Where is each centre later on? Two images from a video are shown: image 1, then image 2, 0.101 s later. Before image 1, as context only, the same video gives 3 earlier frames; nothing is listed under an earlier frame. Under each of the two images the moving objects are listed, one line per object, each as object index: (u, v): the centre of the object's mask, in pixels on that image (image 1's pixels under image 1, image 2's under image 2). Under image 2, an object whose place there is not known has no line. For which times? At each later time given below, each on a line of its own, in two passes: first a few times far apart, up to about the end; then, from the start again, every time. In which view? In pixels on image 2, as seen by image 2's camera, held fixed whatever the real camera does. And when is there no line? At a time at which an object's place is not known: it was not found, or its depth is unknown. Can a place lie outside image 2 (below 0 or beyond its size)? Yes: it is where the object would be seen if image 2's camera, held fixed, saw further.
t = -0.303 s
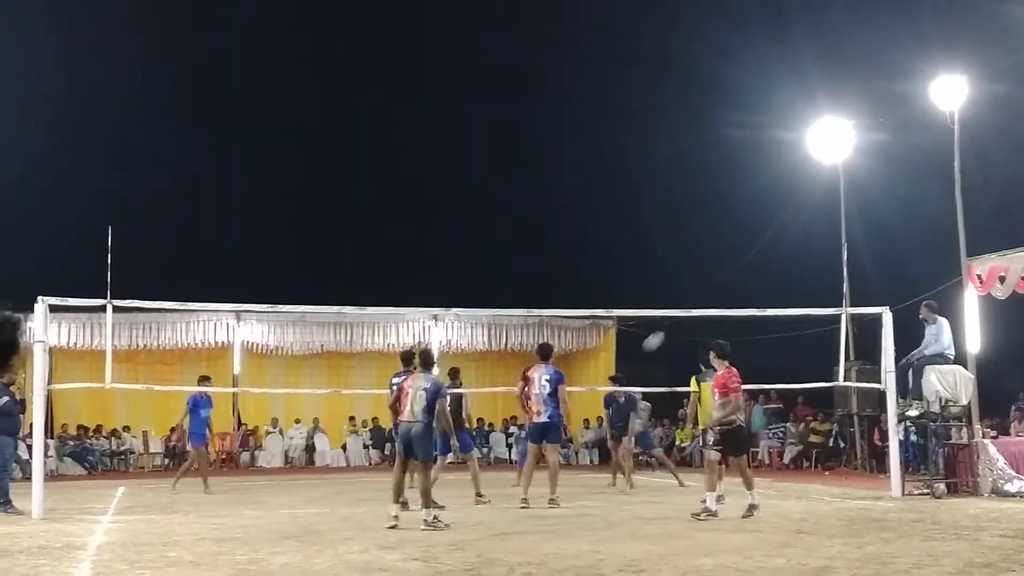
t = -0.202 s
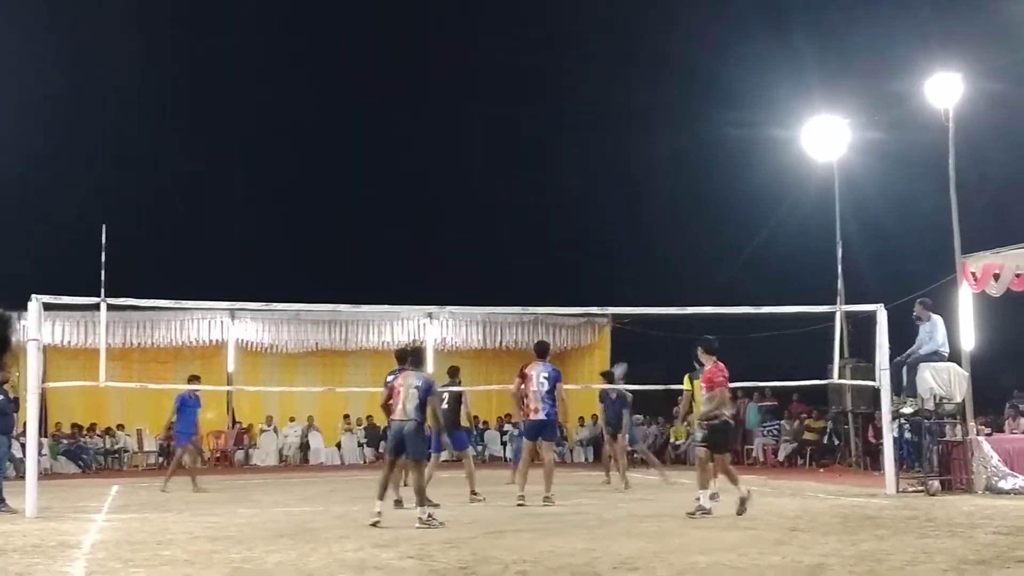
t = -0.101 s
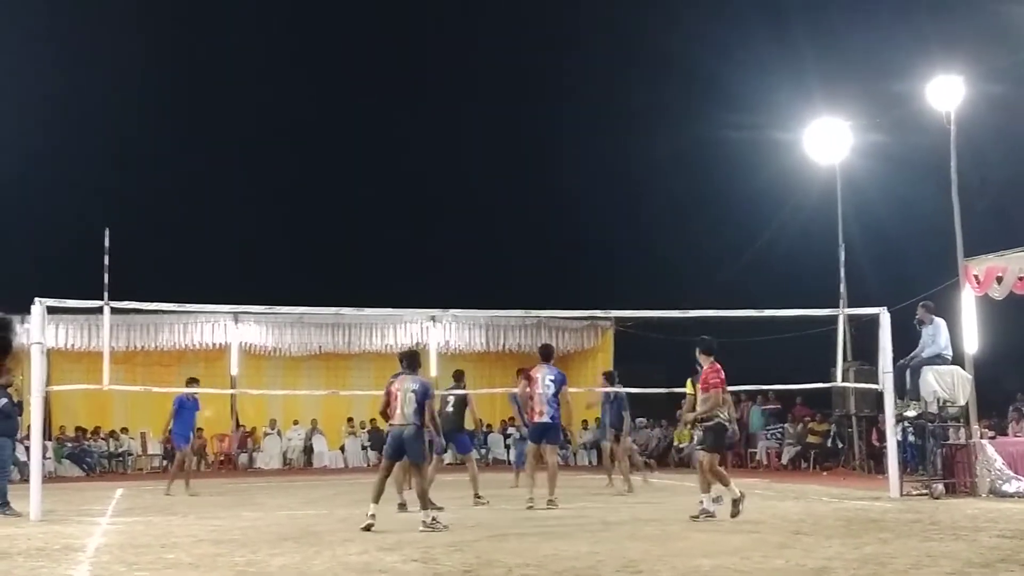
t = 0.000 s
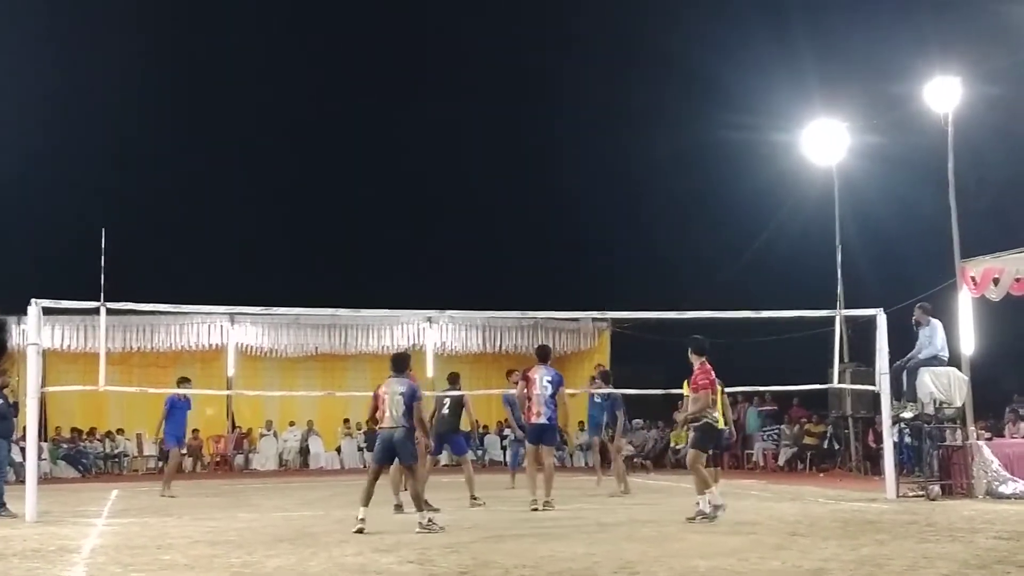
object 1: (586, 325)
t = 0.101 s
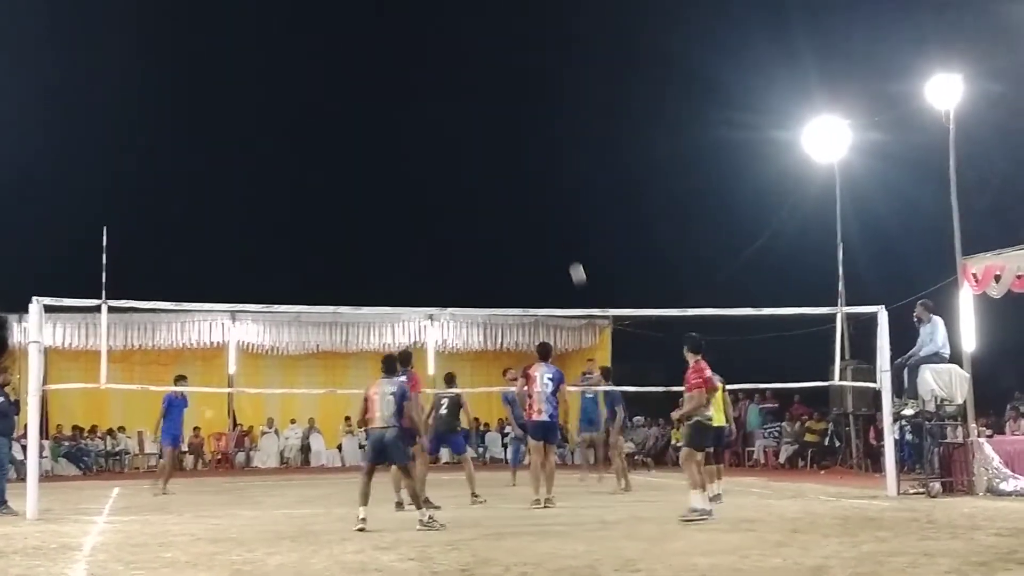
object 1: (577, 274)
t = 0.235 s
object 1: (565, 218)
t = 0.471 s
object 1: (542, 146)
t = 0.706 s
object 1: (519, 107)
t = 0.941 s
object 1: (496, 102)
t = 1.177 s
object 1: (474, 133)
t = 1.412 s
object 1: (452, 203)
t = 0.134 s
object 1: (574, 259)
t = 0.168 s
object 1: (571, 244)
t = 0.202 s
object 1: (568, 231)
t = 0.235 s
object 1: (565, 218)
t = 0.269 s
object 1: (561, 206)
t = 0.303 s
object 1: (558, 194)
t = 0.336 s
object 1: (554, 183)
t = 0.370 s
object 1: (551, 173)
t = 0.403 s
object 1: (548, 163)
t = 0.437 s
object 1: (545, 154)
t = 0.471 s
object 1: (542, 146)
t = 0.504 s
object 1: (538, 139)
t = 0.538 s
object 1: (535, 132)
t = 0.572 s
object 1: (532, 125)
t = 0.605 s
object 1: (529, 119)
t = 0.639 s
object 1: (525, 114)
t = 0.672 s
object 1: (522, 110)
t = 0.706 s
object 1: (519, 107)
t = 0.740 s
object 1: (515, 104)
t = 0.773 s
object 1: (512, 102)
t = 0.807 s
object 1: (509, 101)
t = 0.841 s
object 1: (506, 100)
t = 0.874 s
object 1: (502, 100)
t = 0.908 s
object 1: (498, 100)
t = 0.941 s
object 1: (496, 102)
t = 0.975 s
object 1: (493, 104)
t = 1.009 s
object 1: (489, 107)
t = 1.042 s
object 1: (486, 111)
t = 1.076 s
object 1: (483, 116)
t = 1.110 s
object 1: (480, 120)
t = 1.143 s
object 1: (476, 126)
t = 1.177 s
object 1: (474, 133)
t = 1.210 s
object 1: (470, 141)
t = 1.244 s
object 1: (467, 149)
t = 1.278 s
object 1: (464, 158)
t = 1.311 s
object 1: (462, 168)
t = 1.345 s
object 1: (459, 179)
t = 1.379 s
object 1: (455, 190)
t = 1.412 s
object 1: (452, 203)
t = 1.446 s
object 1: (449, 216)
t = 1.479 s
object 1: (446, 229)
